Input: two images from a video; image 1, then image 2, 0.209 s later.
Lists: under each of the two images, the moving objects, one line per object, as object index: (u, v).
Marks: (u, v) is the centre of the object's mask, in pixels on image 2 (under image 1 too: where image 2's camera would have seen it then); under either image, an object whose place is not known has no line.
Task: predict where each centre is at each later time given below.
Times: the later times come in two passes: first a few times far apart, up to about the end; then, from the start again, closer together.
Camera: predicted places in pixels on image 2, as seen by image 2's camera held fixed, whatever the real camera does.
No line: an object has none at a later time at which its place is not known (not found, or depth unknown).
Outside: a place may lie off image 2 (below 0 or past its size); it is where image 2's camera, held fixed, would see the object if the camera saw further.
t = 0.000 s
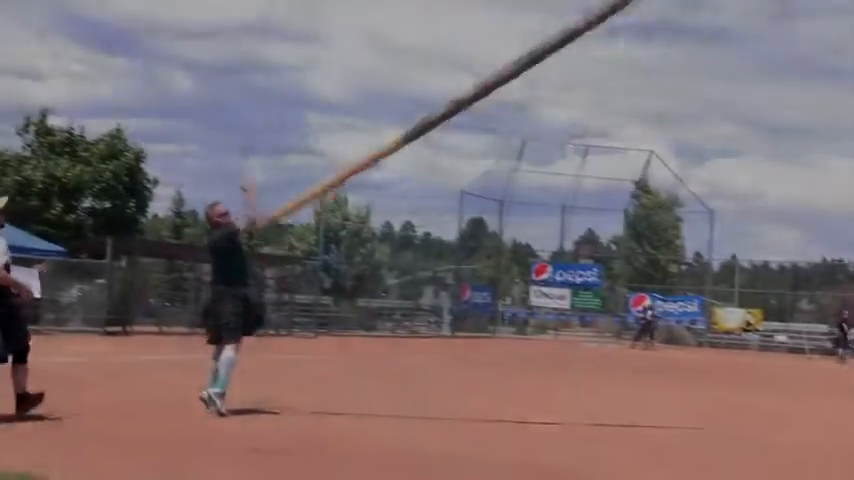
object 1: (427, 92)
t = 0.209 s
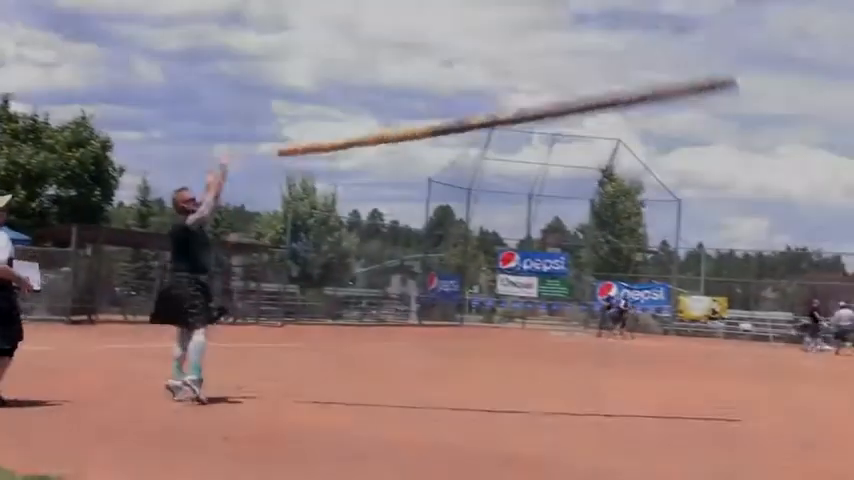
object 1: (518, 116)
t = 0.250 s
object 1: (531, 129)
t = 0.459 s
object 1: (604, 220)
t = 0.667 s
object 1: (654, 320)
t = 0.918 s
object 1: (636, 375)
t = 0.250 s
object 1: (531, 129)
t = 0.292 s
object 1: (546, 143)
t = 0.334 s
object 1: (550, 158)
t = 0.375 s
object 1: (560, 175)
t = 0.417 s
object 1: (574, 193)
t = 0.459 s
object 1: (604, 220)
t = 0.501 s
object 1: (601, 236)
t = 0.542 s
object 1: (617, 262)
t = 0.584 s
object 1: (640, 295)
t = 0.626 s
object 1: (643, 307)
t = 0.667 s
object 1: (654, 320)
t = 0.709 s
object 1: (630, 319)
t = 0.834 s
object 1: (635, 364)
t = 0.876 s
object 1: (645, 378)
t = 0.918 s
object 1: (636, 375)
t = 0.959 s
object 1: (647, 370)
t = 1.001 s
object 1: (653, 371)
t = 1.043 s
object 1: (652, 369)
